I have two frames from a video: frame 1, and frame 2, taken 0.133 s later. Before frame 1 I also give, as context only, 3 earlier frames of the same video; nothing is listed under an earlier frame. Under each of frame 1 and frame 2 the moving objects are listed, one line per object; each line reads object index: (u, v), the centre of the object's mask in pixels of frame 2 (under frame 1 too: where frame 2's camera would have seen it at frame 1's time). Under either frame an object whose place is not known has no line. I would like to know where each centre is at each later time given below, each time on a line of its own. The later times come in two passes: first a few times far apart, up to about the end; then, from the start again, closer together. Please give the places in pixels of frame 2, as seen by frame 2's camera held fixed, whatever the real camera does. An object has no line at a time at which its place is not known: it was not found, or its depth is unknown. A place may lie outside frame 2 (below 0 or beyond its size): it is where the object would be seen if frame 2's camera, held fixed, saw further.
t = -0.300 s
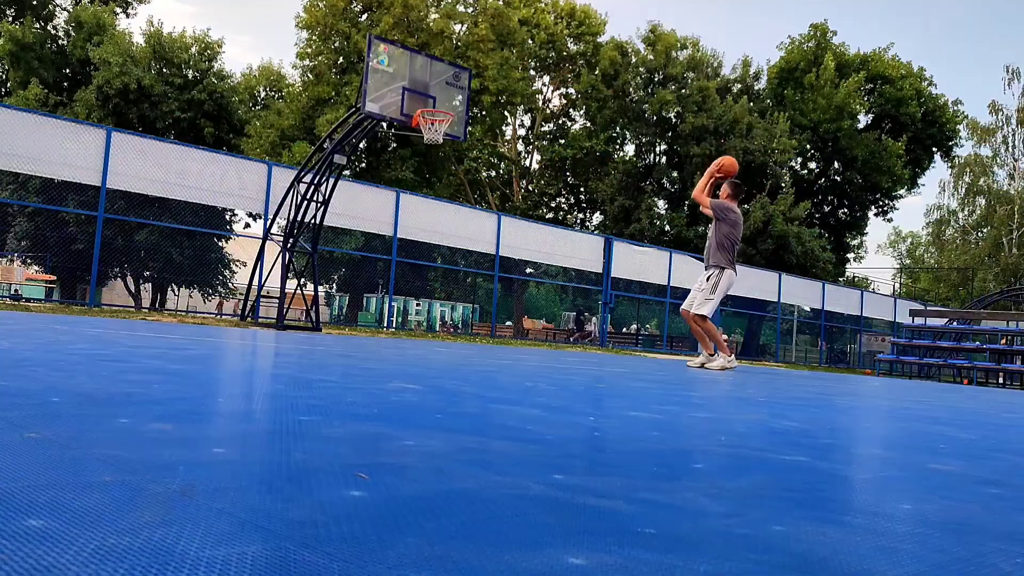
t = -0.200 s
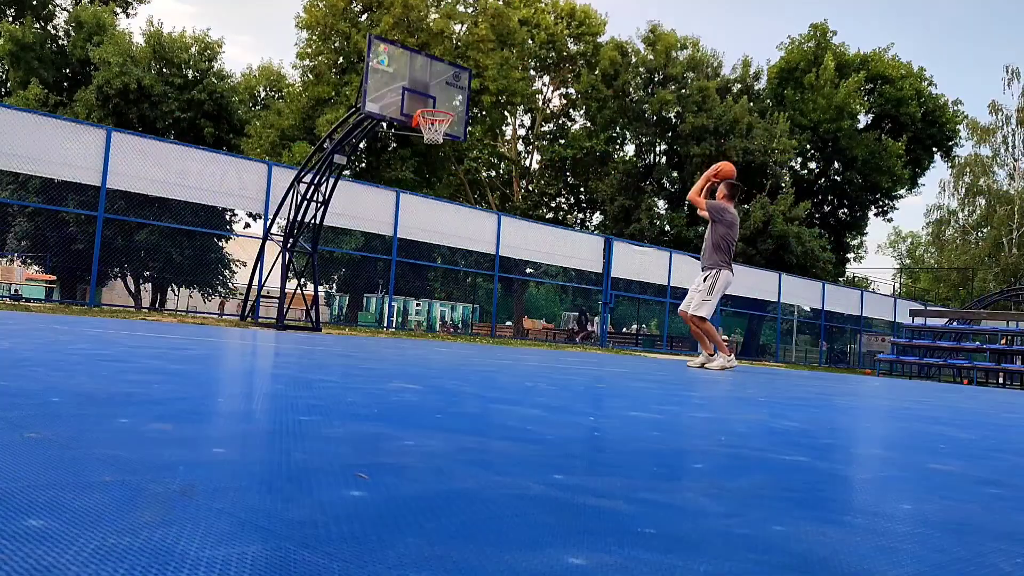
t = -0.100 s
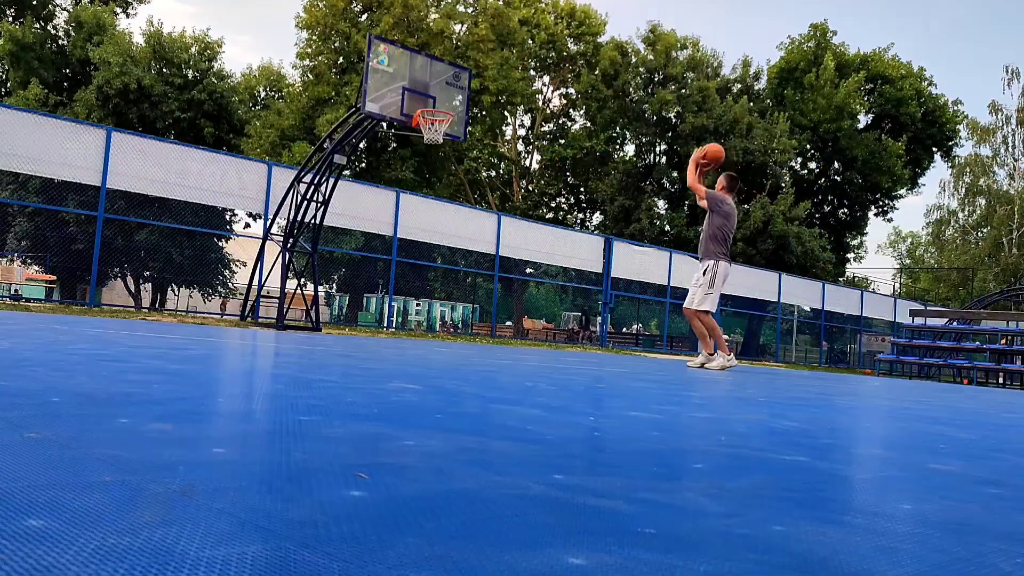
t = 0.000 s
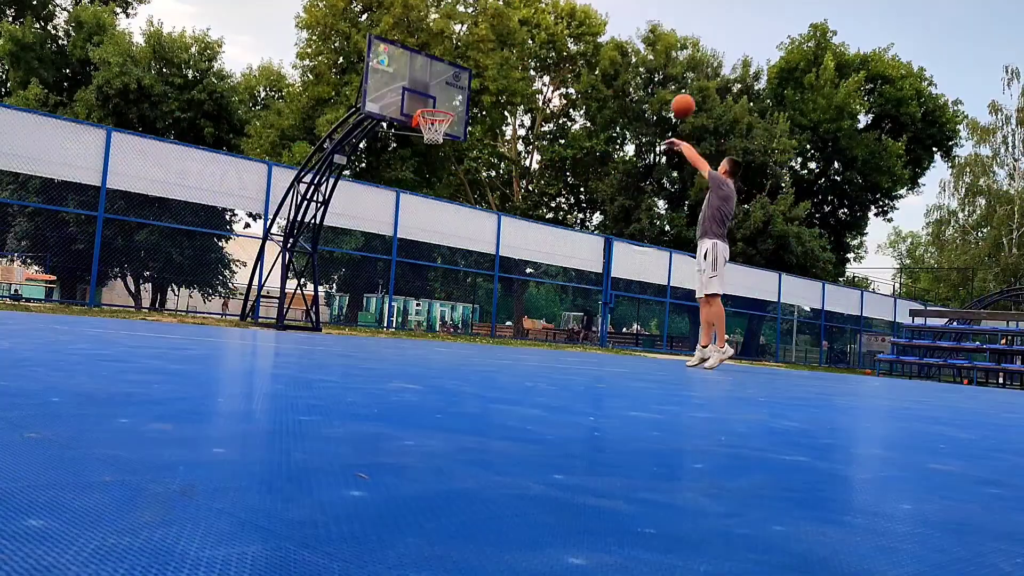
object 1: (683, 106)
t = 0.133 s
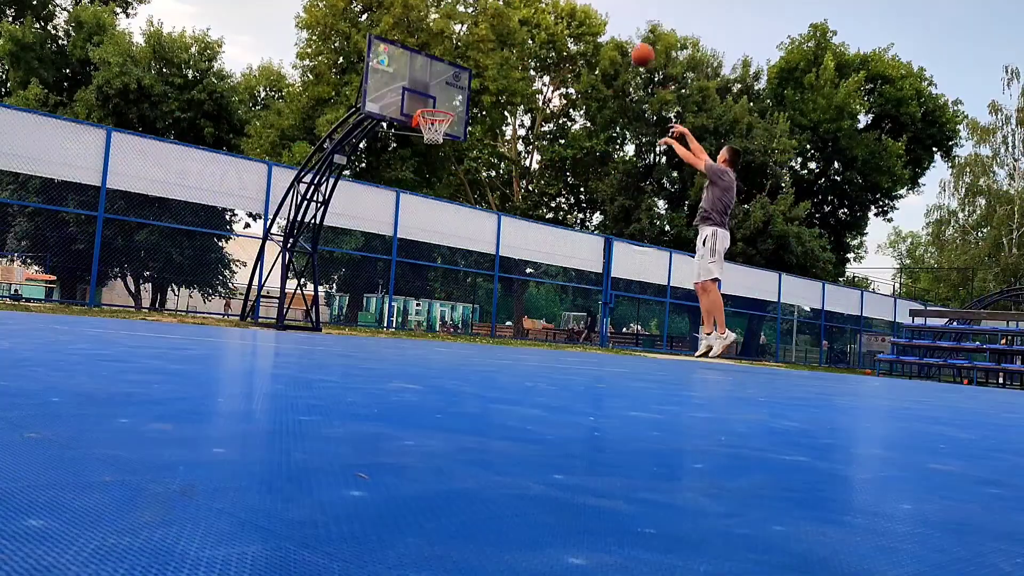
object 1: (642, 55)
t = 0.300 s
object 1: (595, 18)
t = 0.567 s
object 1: (526, 11)
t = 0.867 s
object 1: (455, 67)
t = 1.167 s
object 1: (432, 119)
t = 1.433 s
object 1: (417, 154)
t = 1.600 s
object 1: (410, 196)
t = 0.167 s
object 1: (633, 45)
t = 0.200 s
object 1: (623, 37)
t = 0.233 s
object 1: (614, 29)
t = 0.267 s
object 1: (605, 23)
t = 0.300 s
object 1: (595, 18)
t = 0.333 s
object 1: (587, 14)
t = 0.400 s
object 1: (569, 9)
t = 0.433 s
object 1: (560, 8)
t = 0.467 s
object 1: (552, 8)
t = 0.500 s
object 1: (543, 8)
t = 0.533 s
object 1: (535, 9)
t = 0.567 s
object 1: (526, 11)
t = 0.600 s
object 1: (518, 15)
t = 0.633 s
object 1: (510, 18)
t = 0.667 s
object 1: (502, 23)
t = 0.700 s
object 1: (493, 28)
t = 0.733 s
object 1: (486, 35)
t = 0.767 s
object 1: (478, 42)
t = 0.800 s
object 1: (470, 50)
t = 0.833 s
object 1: (462, 58)
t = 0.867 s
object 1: (455, 67)
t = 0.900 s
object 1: (447, 77)
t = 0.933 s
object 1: (439, 88)
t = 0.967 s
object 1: (432, 99)
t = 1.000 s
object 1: (425, 106)
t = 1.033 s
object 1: (435, 112)
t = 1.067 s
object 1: (442, 114)
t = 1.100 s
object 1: (441, 115)
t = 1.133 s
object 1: (434, 118)
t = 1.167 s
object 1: (432, 119)
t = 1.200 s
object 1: (430, 124)
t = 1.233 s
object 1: (427, 127)
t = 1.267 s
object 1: (426, 134)
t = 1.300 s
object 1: (423, 137)
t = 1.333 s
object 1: (421, 141)
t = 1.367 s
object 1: (420, 144)
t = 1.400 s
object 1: (419, 149)
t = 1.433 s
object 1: (417, 154)
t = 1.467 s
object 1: (416, 162)
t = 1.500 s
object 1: (415, 169)
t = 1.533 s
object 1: (413, 177)
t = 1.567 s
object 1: (411, 186)
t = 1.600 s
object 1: (410, 196)
